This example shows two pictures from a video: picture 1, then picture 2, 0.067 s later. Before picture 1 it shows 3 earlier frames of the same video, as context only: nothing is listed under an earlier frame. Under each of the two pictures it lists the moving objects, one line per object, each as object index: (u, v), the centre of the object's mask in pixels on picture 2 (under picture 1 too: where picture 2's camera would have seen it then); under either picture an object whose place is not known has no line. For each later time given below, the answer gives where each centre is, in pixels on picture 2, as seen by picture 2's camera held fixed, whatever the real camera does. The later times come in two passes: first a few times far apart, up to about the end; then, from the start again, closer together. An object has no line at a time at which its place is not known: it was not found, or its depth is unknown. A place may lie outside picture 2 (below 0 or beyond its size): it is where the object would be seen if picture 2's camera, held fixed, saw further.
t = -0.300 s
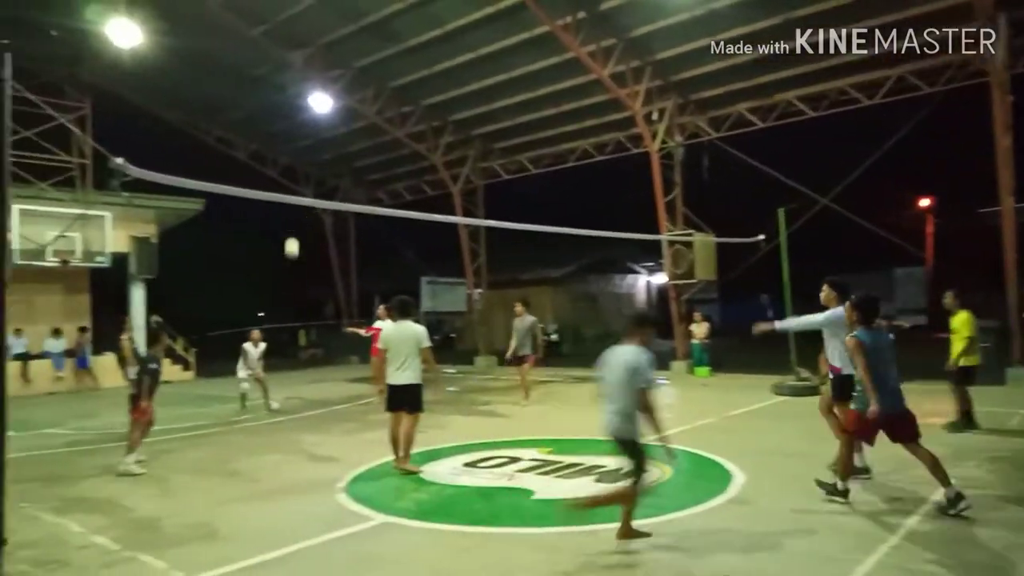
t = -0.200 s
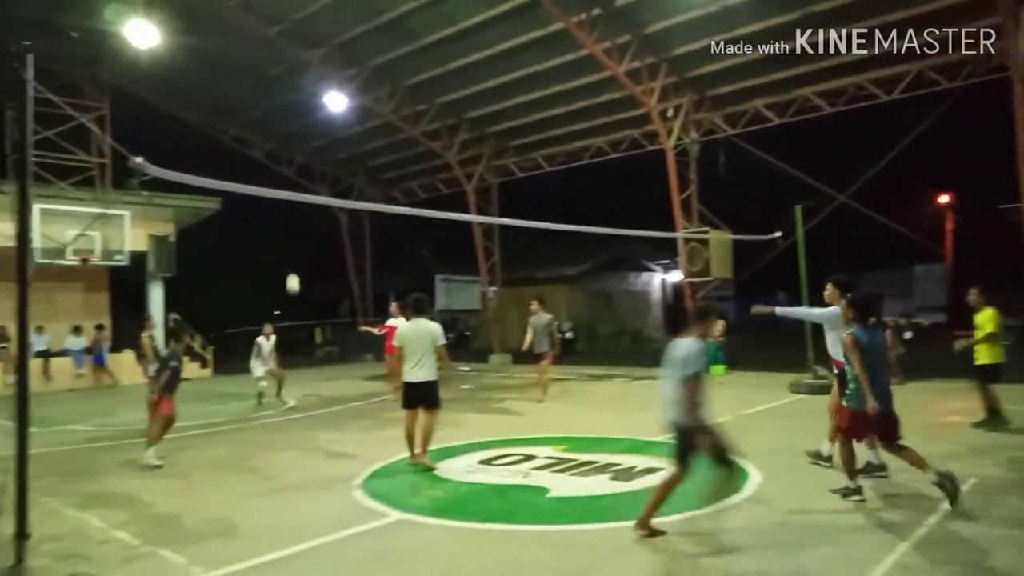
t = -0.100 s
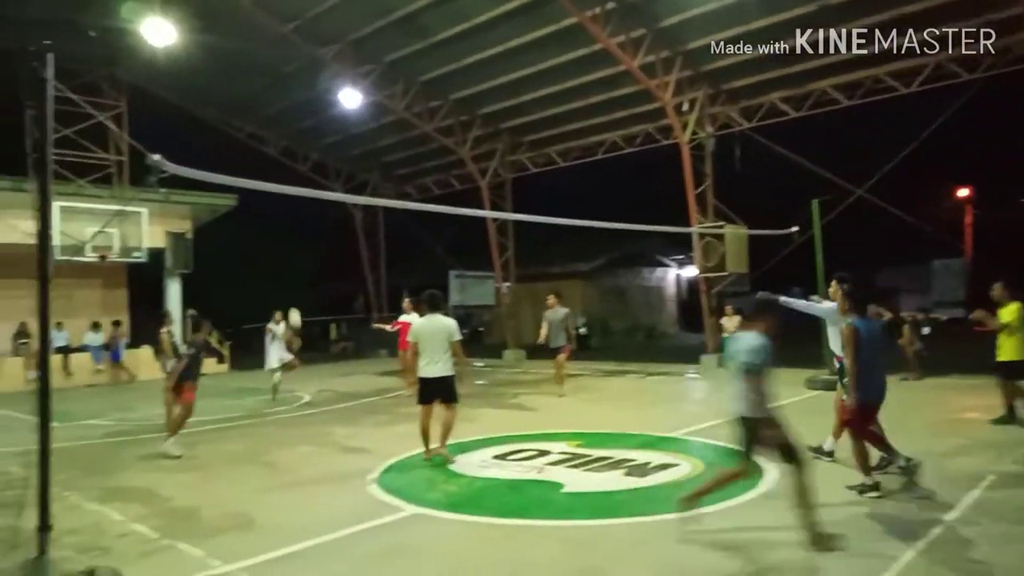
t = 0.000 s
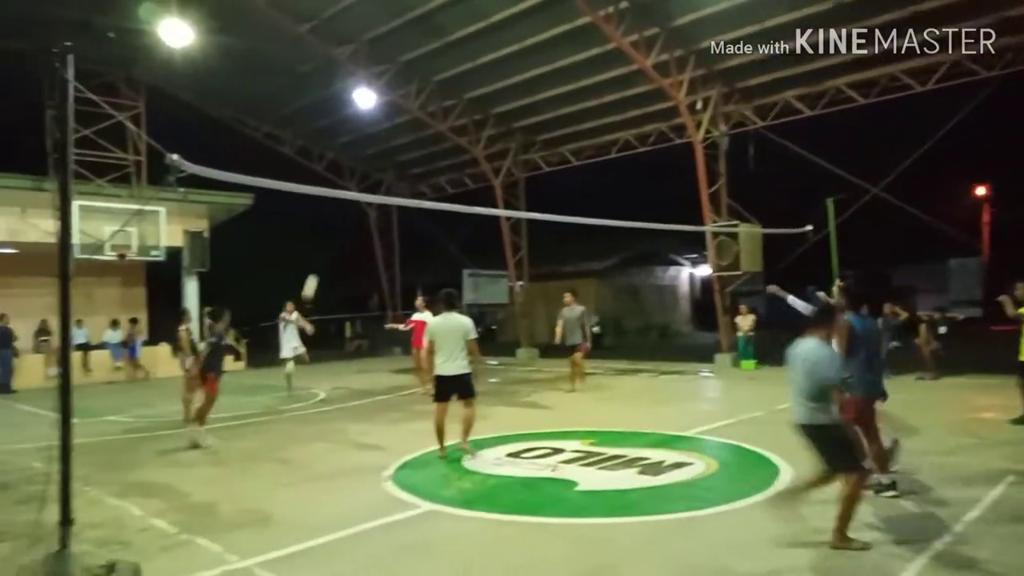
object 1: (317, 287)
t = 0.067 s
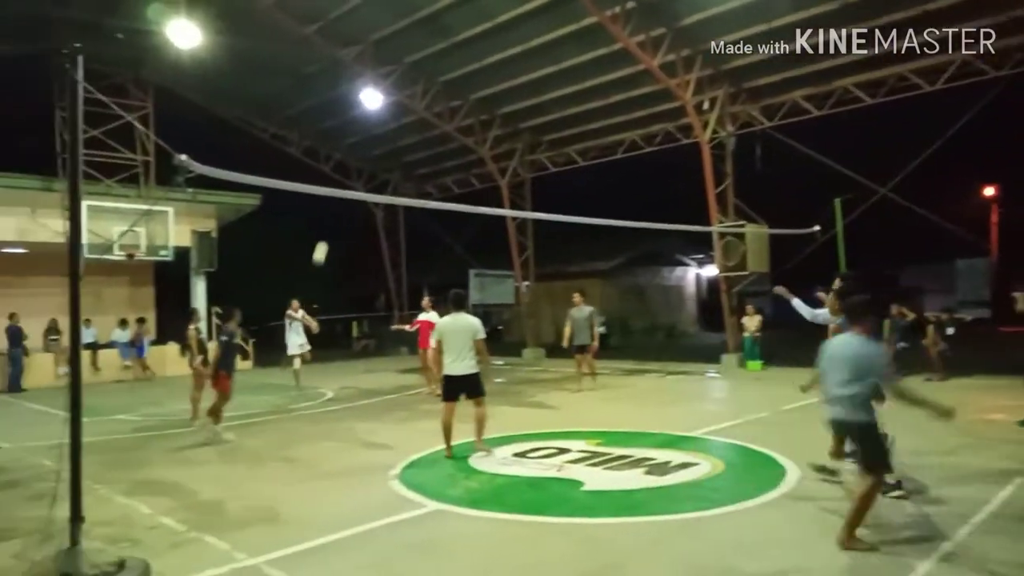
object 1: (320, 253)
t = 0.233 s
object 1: (327, 179)
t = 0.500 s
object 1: (341, 99)
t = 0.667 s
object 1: (352, 70)
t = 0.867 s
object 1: (366, 57)
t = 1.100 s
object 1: (385, 73)
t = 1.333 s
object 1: (405, 125)
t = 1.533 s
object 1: (424, 198)
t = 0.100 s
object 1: (321, 238)
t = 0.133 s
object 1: (322, 222)
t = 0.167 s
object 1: (324, 208)
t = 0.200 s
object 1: (325, 196)
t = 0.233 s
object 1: (327, 179)
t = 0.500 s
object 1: (341, 99)
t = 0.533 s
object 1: (343, 92)
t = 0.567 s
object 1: (345, 85)
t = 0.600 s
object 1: (347, 79)
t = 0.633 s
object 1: (349, 74)
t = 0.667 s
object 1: (352, 70)
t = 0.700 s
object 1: (353, 66)
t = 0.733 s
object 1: (356, 63)
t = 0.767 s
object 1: (358, 60)
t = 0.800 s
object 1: (361, 59)
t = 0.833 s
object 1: (364, 58)
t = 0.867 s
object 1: (366, 57)
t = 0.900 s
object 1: (368, 57)
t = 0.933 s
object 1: (370, 58)
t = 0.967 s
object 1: (374, 60)
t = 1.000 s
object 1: (376, 62)
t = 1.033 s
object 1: (379, 65)
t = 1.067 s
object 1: (382, 69)
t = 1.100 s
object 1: (385, 73)
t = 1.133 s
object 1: (387, 78)
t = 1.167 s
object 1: (390, 84)
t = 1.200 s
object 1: (393, 91)
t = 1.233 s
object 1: (396, 98)
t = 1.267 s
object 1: (399, 106)
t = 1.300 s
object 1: (402, 115)
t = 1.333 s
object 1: (405, 125)
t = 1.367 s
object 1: (408, 135)
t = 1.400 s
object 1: (411, 147)
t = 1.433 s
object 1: (414, 158)
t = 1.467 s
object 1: (418, 171)
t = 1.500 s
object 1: (421, 184)
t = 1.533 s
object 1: (424, 198)
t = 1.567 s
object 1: (427, 215)
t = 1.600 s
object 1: (431, 228)
